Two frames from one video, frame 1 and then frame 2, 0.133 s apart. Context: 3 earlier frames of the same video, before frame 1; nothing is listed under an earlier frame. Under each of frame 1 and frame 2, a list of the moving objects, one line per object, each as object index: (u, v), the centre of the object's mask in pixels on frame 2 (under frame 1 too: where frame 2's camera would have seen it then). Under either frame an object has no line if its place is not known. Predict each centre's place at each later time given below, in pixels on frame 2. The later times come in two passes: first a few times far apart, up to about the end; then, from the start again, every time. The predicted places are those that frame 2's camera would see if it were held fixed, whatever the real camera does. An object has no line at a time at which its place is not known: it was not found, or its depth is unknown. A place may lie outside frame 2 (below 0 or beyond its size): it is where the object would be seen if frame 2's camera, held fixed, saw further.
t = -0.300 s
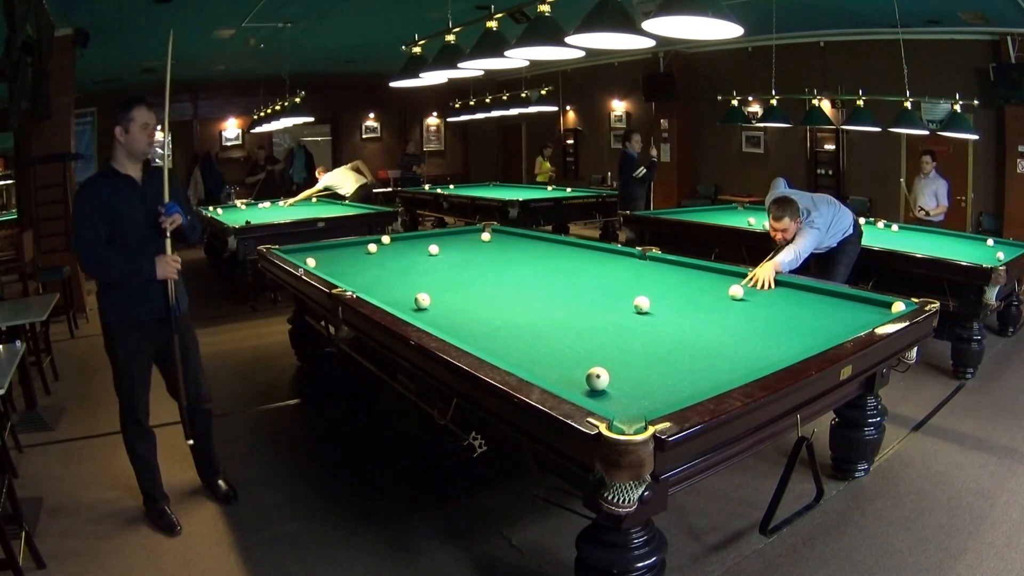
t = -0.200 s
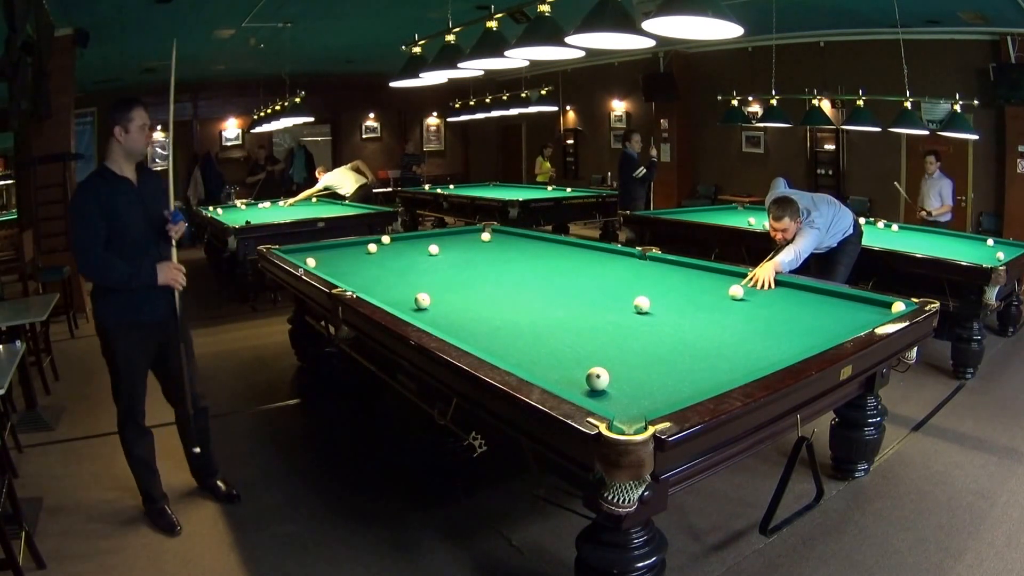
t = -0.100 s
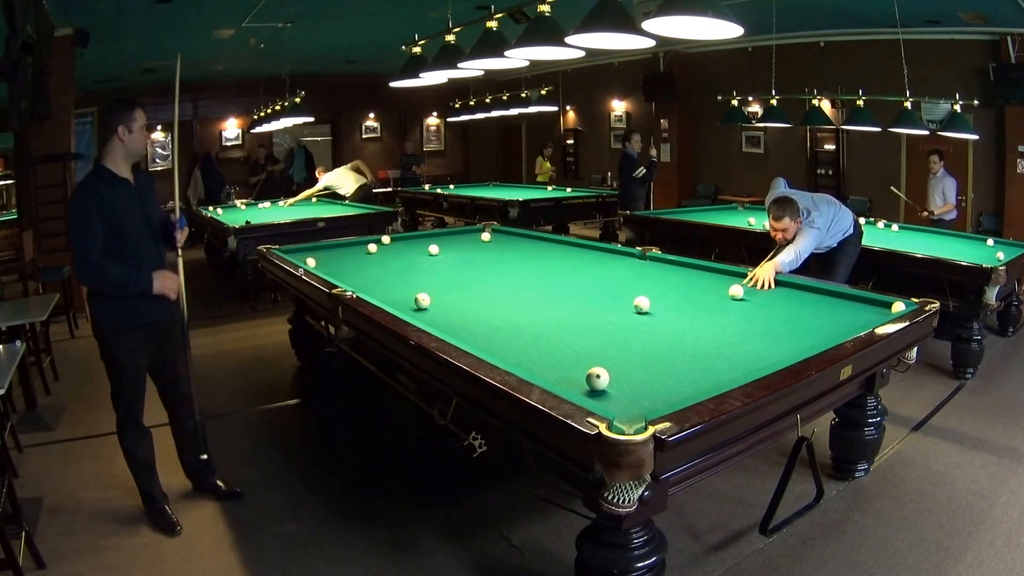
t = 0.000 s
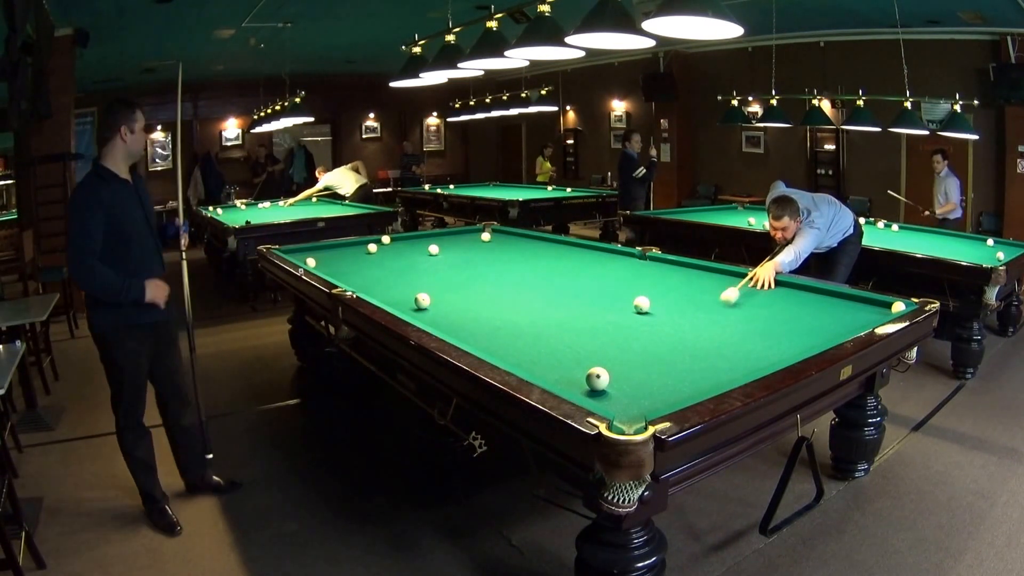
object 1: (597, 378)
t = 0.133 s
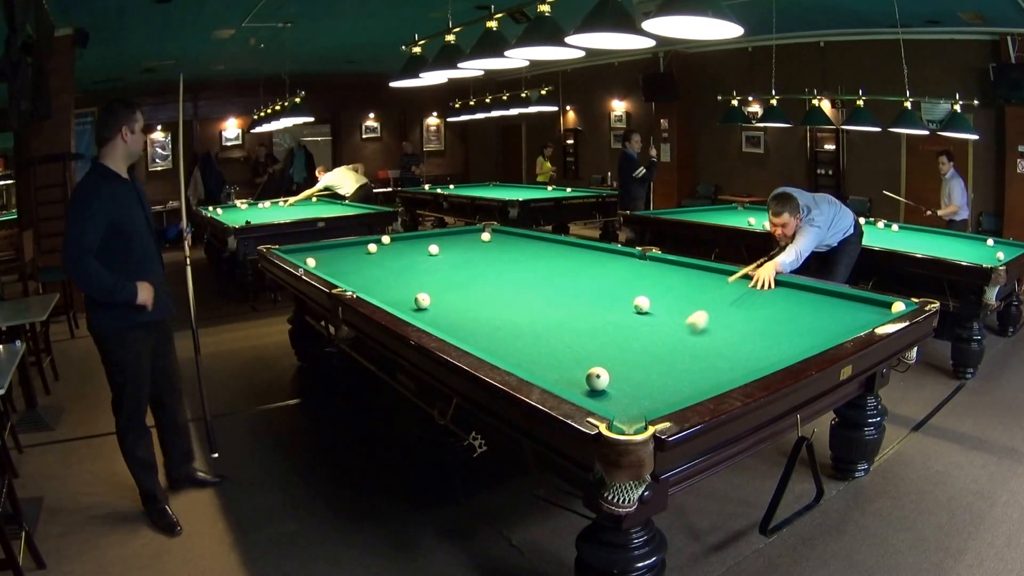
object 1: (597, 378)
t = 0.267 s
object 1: (597, 378)
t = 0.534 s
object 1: (556, 372)
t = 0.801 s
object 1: (570, 355)
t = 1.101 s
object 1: (570, 341)
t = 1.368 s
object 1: (569, 330)
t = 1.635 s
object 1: (570, 321)
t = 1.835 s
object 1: (570, 314)
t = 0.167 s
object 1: (597, 378)
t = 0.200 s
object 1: (597, 378)
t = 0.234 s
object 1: (597, 378)
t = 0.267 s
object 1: (597, 378)
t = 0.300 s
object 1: (597, 378)
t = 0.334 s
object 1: (597, 378)
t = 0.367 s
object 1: (587, 377)
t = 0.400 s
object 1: (571, 377)
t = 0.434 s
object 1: (555, 376)
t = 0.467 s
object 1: (550, 375)
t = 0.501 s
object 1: (553, 373)
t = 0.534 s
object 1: (556, 372)
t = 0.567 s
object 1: (559, 369)
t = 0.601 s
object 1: (561, 367)
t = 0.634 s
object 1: (564, 365)
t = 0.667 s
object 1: (566, 363)
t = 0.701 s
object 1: (568, 361)
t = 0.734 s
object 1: (570, 359)
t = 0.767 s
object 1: (570, 357)
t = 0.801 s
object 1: (570, 355)
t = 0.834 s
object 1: (570, 354)
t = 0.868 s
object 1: (570, 352)
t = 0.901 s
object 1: (570, 350)
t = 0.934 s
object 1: (570, 349)
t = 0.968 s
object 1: (570, 347)
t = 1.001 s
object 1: (570, 345)
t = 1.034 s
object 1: (570, 344)
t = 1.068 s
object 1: (570, 342)
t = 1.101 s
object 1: (570, 341)
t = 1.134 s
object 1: (570, 339)
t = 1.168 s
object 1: (570, 338)
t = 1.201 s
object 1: (570, 337)
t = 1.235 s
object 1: (569, 335)
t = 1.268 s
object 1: (569, 334)
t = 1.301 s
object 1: (569, 332)
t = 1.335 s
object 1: (569, 331)
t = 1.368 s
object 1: (569, 330)
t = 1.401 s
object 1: (569, 329)
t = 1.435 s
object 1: (569, 327)
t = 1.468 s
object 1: (569, 326)
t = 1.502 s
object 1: (569, 325)
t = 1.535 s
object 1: (569, 324)
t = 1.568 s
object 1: (570, 323)
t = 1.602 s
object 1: (570, 322)
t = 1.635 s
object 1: (570, 321)
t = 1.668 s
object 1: (570, 319)
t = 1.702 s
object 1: (570, 318)
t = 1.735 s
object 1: (570, 317)
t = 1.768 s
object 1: (570, 316)
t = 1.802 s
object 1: (570, 315)
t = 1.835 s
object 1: (570, 314)
